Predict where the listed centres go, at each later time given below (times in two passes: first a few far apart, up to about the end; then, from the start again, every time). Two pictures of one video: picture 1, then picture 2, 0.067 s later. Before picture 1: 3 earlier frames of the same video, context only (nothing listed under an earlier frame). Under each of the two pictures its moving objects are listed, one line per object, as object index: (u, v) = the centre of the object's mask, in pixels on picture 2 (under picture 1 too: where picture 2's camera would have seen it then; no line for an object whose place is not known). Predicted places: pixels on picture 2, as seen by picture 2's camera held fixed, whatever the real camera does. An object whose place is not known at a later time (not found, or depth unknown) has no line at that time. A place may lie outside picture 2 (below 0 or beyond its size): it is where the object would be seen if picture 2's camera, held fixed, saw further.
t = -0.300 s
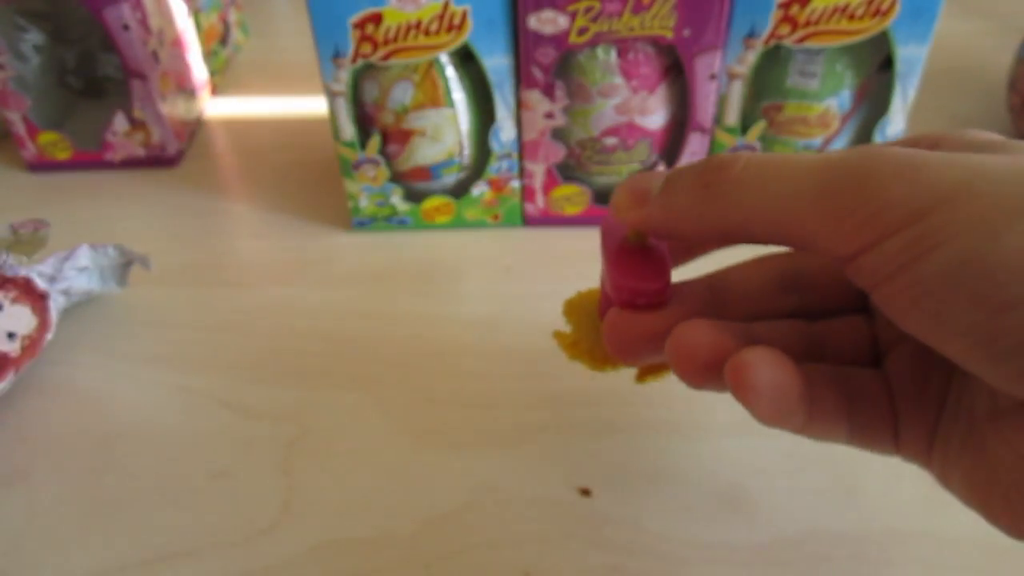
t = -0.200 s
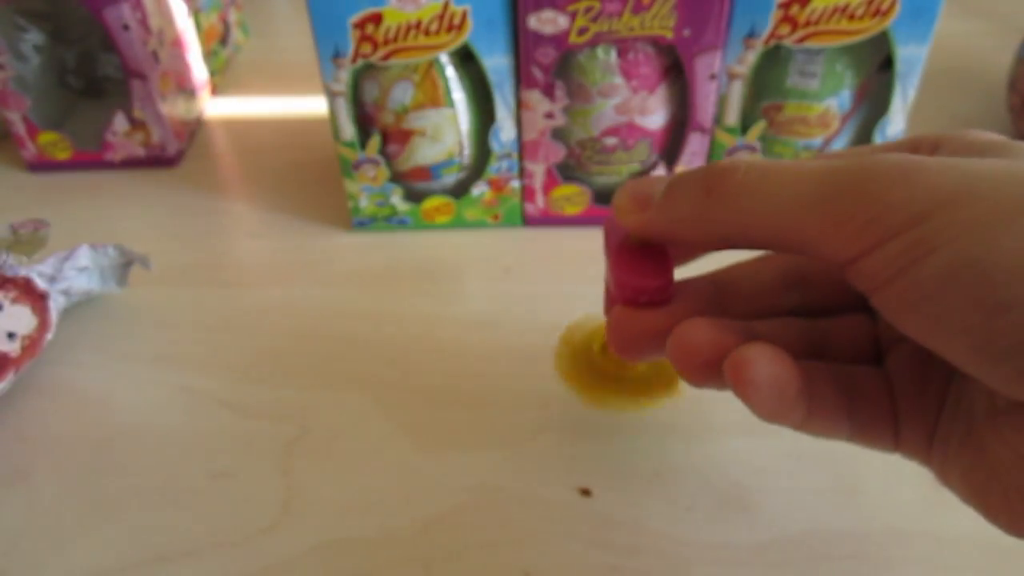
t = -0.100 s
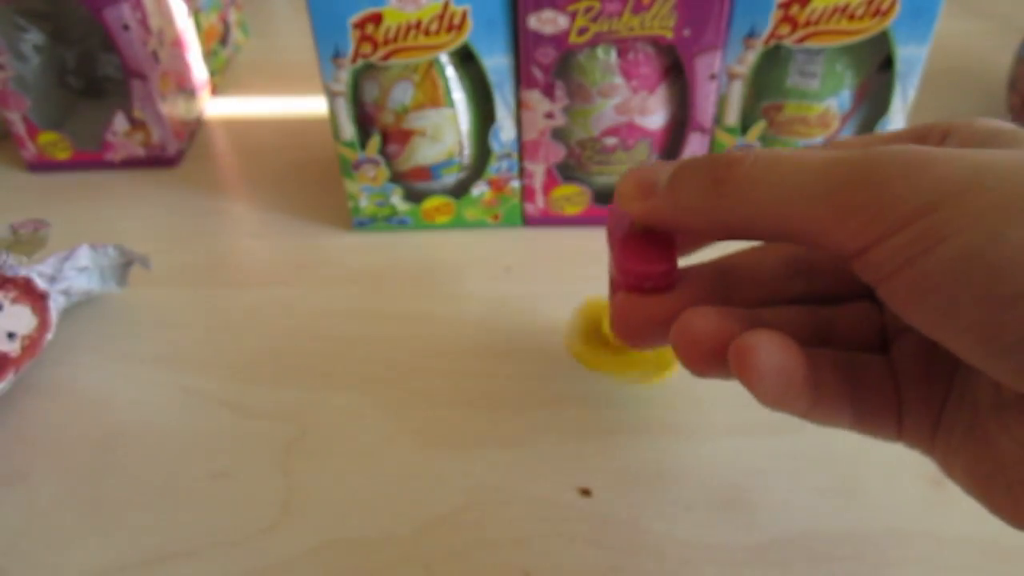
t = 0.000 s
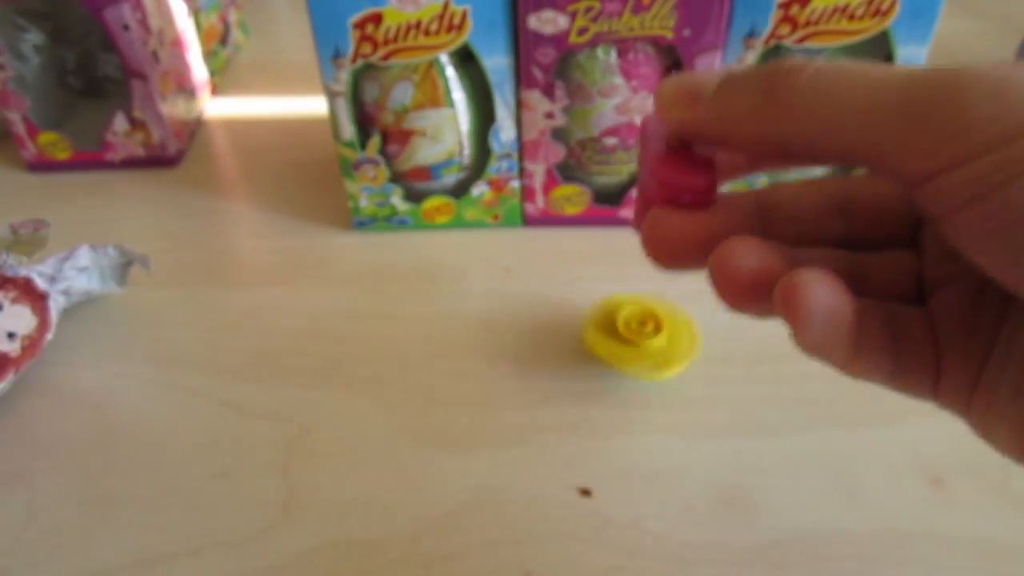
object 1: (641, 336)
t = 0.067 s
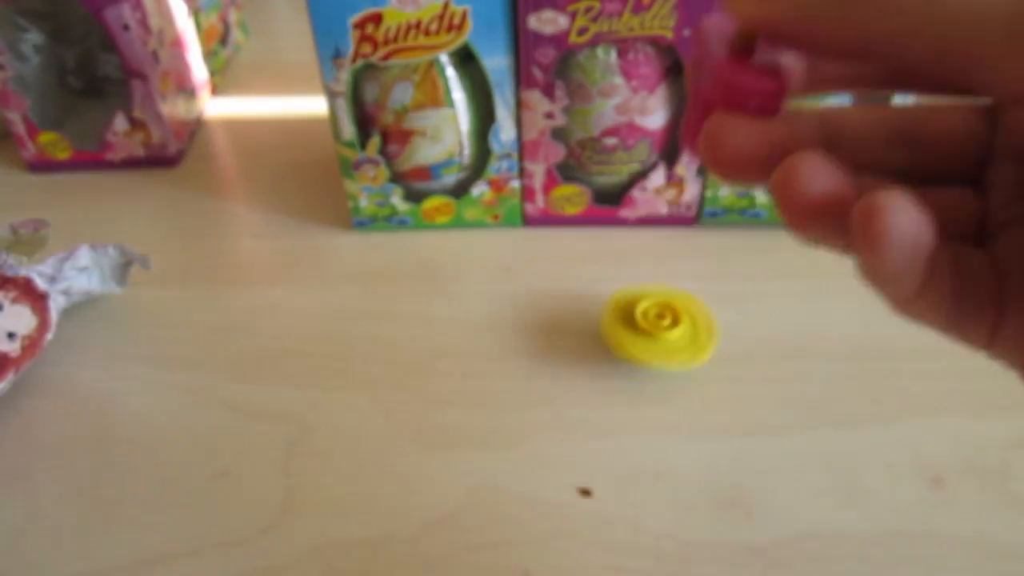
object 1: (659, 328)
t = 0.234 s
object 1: (693, 313)
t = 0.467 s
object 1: (723, 300)
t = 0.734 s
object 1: (772, 307)
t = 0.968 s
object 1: (808, 334)
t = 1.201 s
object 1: (824, 372)
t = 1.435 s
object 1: (814, 407)
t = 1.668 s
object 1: (784, 431)
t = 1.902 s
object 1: (754, 438)
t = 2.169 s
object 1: (728, 429)
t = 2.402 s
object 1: (725, 418)
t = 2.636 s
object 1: (734, 414)
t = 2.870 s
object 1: (746, 422)
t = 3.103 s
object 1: (744, 433)
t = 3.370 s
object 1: (729, 445)
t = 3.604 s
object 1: (712, 443)
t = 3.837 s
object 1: (698, 440)
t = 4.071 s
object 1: (697, 435)
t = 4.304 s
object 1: (706, 440)
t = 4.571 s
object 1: (706, 452)
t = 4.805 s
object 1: (701, 462)
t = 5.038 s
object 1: (700, 467)
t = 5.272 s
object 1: (701, 468)
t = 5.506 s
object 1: (696, 470)
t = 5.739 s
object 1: (697, 478)
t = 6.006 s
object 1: (697, 487)
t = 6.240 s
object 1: (702, 489)
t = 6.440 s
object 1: (709, 492)
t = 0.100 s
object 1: (668, 326)
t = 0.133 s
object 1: (678, 321)
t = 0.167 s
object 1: (682, 319)
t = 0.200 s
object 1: (688, 316)
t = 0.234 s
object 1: (693, 313)
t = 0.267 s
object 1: (697, 311)
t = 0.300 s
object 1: (702, 307)
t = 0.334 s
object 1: (705, 305)
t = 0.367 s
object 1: (709, 303)
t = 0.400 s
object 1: (712, 302)
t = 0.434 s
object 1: (718, 301)
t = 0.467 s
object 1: (723, 300)
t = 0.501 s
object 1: (729, 299)
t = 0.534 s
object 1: (734, 299)
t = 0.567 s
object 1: (740, 300)
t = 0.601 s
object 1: (746, 300)
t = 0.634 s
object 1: (753, 301)
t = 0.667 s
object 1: (759, 302)
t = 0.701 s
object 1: (765, 304)
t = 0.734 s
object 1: (772, 307)
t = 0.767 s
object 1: (779, 311)
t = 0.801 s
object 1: (784, 313)
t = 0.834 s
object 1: (788, 316)
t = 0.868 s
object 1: (794, 321)
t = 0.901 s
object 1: (800, 325)
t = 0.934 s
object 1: (805, 329)
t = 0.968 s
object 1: (808, 334)
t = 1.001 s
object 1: (812, 339)
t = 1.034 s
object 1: (816, 345)
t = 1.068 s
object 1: (820, 350)
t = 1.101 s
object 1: (821, 355)
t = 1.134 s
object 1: (823, 361)
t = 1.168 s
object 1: (824, 366)
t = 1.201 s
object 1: (824, 372)
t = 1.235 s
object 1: (825, 378)
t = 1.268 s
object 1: (825, 383)
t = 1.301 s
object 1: (825, 389)
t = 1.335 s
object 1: (821, 394)
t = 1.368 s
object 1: (818, 399)
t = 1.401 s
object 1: (817, 403)
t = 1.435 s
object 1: (814, 407)
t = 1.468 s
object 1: (811, 413)
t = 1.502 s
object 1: (807, 415)
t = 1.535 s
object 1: (801, 418)
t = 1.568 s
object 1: (798, 423)
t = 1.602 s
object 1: (794, 425)
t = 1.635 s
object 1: (788, 428)
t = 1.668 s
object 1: (784, 431)
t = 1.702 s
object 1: (779, 433)
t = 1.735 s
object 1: (774, 434)
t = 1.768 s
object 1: (769, 435)
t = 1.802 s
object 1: (767, 436)
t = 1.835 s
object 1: (762, 437)
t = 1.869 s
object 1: (758, 438)
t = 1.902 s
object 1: (754, 438)
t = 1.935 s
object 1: (749, 438)
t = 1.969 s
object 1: (745, 438)
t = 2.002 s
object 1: (742, 436)
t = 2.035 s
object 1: (737, 435)
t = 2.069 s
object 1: (735, 434)
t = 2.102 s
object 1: (732, 432)
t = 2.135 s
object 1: (729, 431)
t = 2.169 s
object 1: (728, 429)
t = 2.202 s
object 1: (726, 427)
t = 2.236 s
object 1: (725, 425)
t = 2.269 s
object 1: (725, 424)
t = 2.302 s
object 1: (724, 422)
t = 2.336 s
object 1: (724, 421)
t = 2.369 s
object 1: (725, 418)
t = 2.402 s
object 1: (725, 418)
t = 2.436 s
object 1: (726, 416)
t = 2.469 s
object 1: (727, 414)
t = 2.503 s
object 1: (728, 414)
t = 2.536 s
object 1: (729, 413)
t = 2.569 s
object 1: (731, 414)
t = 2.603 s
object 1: (733, 414)
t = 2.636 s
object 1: (734, 414)
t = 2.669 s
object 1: (737, 415)
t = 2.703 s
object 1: (739, 416)
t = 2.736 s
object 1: (740, 417)
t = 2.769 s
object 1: (743, 418)
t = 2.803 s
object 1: (743, 419)
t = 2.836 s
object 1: (745, 421)
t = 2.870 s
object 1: (746, 422)
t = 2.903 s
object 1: (747, 425)
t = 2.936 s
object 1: (747, 426)
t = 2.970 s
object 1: (745, 428)
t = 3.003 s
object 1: (746, 430)
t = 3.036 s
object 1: (743, 430)
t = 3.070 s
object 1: (744, 432)
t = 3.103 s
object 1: (744, 433)
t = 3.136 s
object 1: (743, 435)
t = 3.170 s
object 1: (742, 436)
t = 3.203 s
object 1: (739, 438)
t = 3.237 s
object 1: (739, 439)
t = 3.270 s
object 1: (736, 441)
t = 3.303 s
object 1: (735, 443)
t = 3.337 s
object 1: (732, 443)
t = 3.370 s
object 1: (729, 445)
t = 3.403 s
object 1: (727, 445)
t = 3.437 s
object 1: (724, 445)
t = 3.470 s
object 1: (722, 444)
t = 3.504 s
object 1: (718, 444)
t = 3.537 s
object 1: (717, 444)
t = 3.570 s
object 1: (713, 444)
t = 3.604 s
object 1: (712, 443)
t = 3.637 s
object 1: (708, 442)
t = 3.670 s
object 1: (708, 442)
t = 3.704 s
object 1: (705, 442)
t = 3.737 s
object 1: (704, 442)
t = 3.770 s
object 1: (701, 442)
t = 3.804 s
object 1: (700, 441)
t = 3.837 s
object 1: (698, 440)
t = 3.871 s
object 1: (698, 440)
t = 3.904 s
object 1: (698, 439)
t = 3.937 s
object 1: (697, 439)
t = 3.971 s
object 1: (697, 439)
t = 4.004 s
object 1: (696, 437)
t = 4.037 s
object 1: (696, 436)
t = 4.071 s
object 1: (697, 435)
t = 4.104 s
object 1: (699, 436)
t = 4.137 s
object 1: (700, 437)
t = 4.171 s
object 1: (701, 438)
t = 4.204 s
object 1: (701, 439)
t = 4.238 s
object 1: (702, 439)
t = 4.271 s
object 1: (703, 439)
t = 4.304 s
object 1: (706, 440)
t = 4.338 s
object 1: (707, 441)
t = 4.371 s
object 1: (707, 443)
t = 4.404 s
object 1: (706, 444)
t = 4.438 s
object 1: (707, 445)
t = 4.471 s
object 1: (706, 447)
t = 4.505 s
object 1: (707, 450)
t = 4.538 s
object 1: (707, 451)
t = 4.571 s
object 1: (706, 452)
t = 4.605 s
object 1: (704, 454)
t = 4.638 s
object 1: (705, 454)
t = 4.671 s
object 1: (705, 455)
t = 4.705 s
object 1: (705, 457)
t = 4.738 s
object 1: (704, 460)
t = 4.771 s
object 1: (702, 461)
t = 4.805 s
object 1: (701, 462)
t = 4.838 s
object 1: (701, 462)
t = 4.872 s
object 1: (705, 462)
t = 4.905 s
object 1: (705, 462)
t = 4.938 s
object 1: (705, 465)
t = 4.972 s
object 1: (703, 466)
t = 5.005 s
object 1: (702, 467)
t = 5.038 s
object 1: (700, 467)
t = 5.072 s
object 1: (699, 467)
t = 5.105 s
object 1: (699, 468)
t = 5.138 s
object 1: (698, 467)
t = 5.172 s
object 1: (699, 467)
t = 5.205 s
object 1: (698, 467)
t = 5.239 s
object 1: (700, 467)
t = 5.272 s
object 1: (701, 468)
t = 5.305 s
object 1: (702, 471)
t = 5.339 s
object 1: (699, 473)
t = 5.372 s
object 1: (698, 473)
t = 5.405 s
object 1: (696, 473)
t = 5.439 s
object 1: (694, 469)
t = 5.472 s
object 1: (695, 470)
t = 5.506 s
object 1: (696, 470)
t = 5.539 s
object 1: (698, 472)
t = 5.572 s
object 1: (697, 473)
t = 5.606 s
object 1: (697, 475)
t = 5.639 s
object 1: (696, 477)
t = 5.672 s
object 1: (695, 475)
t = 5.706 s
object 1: (697, 477)
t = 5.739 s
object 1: (697, 478)
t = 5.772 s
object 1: (697, 478)
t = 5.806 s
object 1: (697, 481)
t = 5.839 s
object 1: (698, 480)
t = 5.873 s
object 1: (699, 483)
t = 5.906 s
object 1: (698, 484)
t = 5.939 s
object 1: (699, 485)
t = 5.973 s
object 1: (698, 487)
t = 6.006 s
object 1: (697, 487)
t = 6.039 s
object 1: (698, 488)
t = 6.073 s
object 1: (696, 488)
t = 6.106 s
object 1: (697, 486)
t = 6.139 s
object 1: (697, 486)
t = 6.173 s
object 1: (699, 486)
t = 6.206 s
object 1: (701, 487)
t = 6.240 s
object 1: (702, 489)
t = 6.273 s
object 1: (702, 490)
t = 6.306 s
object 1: (702, 492)
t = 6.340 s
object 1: (702, 489)
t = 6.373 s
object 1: (706, 490)
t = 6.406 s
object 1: (708, 490)
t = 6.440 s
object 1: (709, 492)
